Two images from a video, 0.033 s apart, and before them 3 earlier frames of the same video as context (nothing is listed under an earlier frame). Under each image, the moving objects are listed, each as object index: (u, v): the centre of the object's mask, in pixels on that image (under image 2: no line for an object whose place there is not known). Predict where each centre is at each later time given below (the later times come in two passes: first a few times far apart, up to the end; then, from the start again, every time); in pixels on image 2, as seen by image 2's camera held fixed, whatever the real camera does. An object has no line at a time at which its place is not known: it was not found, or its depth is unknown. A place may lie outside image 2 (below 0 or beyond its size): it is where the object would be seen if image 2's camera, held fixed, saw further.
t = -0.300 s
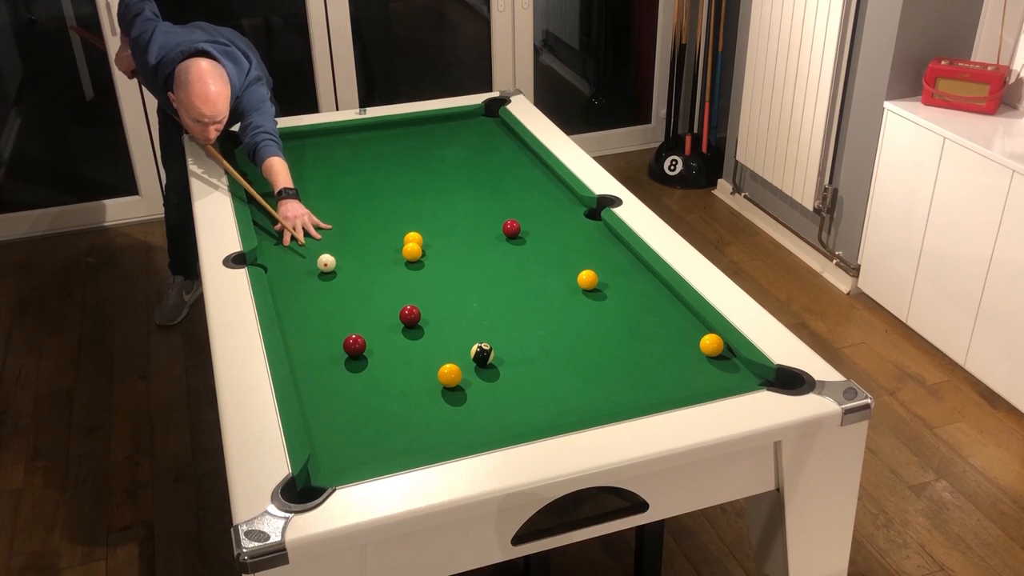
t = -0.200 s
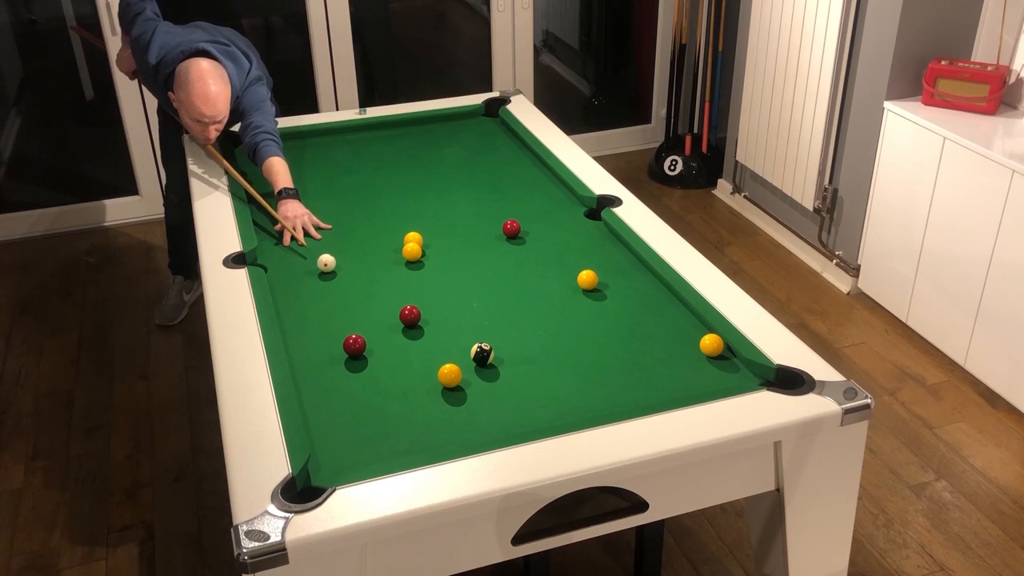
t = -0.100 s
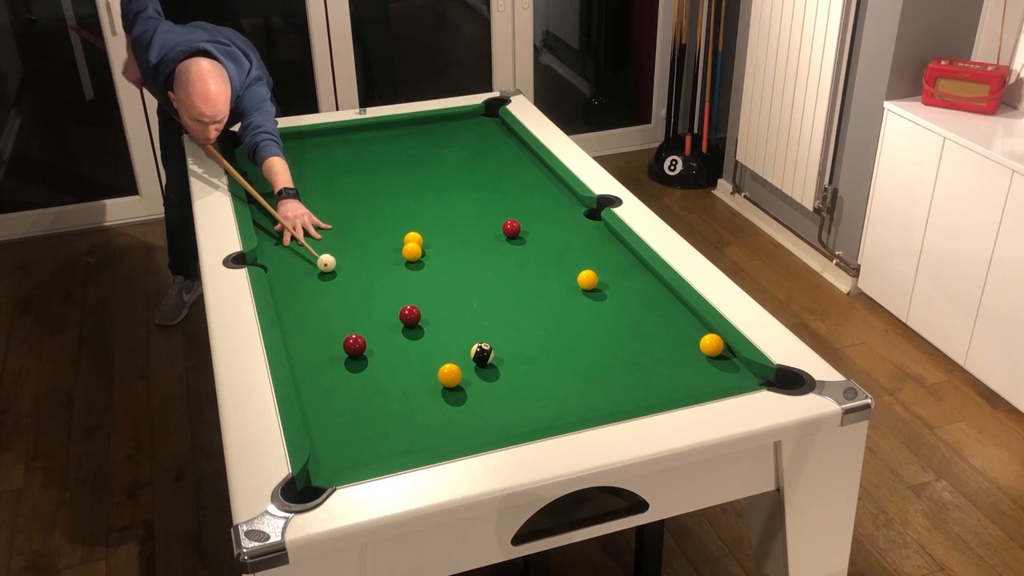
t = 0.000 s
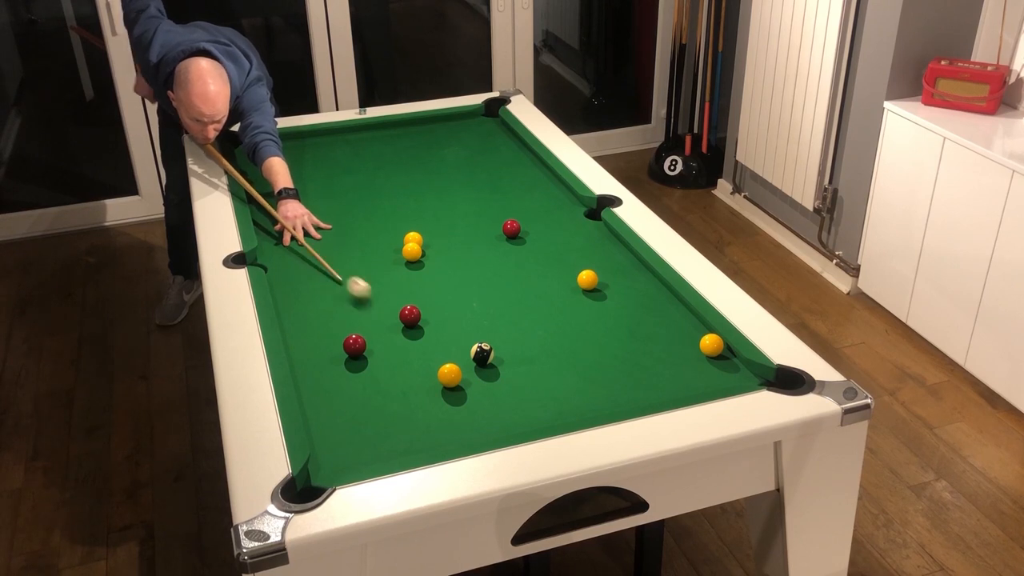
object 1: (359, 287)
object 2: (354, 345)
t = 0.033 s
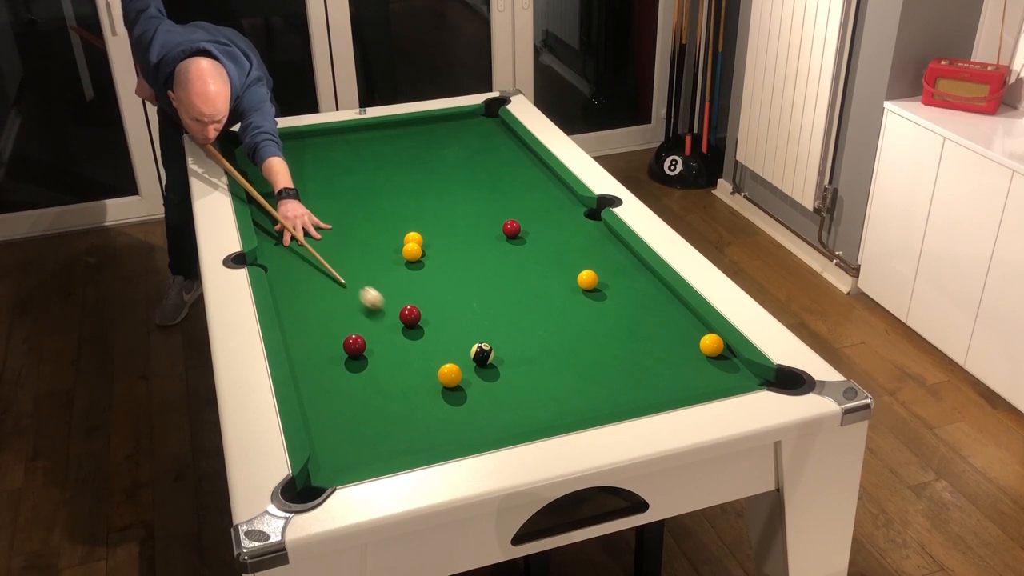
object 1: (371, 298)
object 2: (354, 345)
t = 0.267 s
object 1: (367, 335)
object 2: (350, 350)
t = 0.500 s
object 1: (362, 338)
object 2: (329, 369)
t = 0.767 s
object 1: (356, 342)
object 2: (308, 391)
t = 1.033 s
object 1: (353, 344)
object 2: (328, 400)
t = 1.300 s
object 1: (350, 345)
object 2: (346, 409)
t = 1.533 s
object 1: (349, 346)
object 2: (361, 416)
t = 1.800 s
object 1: (349, 346)
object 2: (376, 425)
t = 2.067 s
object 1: (349, 346)
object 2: (389, 432)
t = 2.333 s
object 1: (349, 346)
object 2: (399, 438)
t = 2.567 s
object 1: (349, 346)
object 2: (407, 442)
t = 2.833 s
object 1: (349, 346)
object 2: (413, 445)
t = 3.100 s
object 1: (349, 346)
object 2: (416, 446)
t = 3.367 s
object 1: (349, 346)
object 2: (417, 445)
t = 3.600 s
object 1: (349, 346)
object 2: (417, 445)
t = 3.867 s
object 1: (349, 346)
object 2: (417, 445)
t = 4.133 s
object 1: (349, 346)
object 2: (417, 445)
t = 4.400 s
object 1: (349, 346)
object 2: (417, 445)
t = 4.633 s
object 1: (349, 346)
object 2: (417, 445)
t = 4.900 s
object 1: (349, 346)
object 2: (417, 445)
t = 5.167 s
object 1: (349, 346)
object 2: (417, 445)
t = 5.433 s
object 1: (349, 346)
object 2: (417, 445)
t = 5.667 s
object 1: (349, 346)
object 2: (417, 445)
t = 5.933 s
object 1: (349, 346)
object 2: (417, 445)
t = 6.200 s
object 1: (349, 346)
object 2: (417, 445)
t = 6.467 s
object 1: (349, 346)
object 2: (417, 445)
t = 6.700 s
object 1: (349, 346)
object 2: (417, 445)
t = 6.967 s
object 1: (349, 346)
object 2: (417, 445)
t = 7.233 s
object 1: (349, 346)
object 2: (417, 445)
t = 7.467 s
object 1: (349, 346)
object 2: (417, 445)
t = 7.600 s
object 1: (349, 346)
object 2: (417, 445)
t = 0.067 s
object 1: (383, 307)
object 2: (354, 345)
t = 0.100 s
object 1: (388, 316)
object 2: (354, 345)
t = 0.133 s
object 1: (382, 321)
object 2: (354, 345)
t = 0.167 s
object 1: (376, 326)
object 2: (354, 345)
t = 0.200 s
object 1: (371, 331)
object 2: (354, 345)
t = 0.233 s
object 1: (368, 334)
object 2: (353, 346)
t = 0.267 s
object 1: (367, 335)
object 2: (350, 350)
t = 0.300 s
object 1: (366, 335)
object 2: (346, 352)
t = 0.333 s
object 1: (366, 336)
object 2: (344, 356)
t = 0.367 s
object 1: (365, 336)
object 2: (340, 358)
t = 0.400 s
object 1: (364, 337)
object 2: (338, 361)
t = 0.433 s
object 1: (363, 337)
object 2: (335, 364)
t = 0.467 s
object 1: (362, 338)
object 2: (332, 367)
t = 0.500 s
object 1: (362, 338)
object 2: (329, 369)
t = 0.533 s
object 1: (361, 339)
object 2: (326, 372)
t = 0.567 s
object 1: (360, 339)
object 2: (323, 375)
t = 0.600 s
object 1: (359, 340)
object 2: (320, 378)
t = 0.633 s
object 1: (359, 340)
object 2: (317, 381)
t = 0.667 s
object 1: (358, 340)
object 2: (314, 383)
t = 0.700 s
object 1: (357, 341)
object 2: (311, 386)
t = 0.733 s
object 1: (357, 341)
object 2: (308, 389)
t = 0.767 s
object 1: (356, 342)
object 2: (308, 391)
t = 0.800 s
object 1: (356, 342)
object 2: (311, 392)
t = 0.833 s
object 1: (355, 343)
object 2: (313, 393)
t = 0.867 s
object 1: (355, 343)
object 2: (316, 395)
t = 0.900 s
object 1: (354, 343)
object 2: (318, 396)
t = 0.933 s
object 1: (354, 343)
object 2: (321, 397)
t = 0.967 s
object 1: (353, 344)
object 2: (323, 398)
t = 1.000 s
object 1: (353, 344)
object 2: (326, 399)
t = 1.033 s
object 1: (353, 344)
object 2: (328, 400)
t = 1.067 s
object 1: (352, 344)
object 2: (330, 401)
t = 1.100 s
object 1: (352, 344)
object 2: (333, 403)
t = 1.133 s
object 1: (351, 344)
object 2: (335, 404)
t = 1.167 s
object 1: (351, 345)
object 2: (337, 405)
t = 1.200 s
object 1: (351, 345)
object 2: (339, 406)
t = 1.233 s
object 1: (351, 345)
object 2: (342, 407)
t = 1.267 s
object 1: (350, 345)
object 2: (344, 408)
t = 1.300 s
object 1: (350, 345)
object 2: (346, 409)
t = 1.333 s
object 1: (350, 345)
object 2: (348, 410)
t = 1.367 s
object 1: (349, 346)
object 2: (351, 411)
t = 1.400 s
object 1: (349, 346)
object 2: (353, 412)
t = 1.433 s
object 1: (349, 346)
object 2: (355, 413)
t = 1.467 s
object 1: (349, 346)
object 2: (357, 414)
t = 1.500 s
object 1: (349, 346)
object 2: (359, 415)
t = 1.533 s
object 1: (349, 346)
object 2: (361, 416)
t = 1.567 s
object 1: (349, 346)
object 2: (363, 417)
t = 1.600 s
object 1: (349, 346)
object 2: (365, 418)
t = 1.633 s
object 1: (349, 346)
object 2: (367, 419)
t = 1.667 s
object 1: (349, 346)
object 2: (368, 420)
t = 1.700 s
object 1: (349, 346)
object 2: (370, 421)
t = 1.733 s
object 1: (349, 346)
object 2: (372, 422)
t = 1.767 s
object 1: (349, 346)
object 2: (374, 423)
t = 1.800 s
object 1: (349, 346)
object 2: (376, 425)
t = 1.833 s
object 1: (349, 346)
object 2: (377, 425)
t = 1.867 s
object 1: (349, 346)
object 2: (379, 426)
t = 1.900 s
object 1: (349, 346)
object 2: (381, 427)
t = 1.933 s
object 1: (349, 346)
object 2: (382, 428)
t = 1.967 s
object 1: (349, 346)
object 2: (384, 429)
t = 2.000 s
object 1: (349, 346)
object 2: (385, 430)
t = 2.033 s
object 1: (349, 346)
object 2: (387, 430)
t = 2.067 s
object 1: (349, 346)
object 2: (389, 432)
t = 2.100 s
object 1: (349, 346)
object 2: (390, 432)
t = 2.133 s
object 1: (349, 346)
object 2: (391, 433)
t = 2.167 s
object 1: (349, 346)
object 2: (393, 434)
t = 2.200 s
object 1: (349, 346)
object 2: (394, 434)
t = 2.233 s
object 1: (349, 346)
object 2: (396, 435)
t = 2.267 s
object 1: (349, 346)
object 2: (397, 436)
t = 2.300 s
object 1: (349, 346)
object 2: (398, 437)
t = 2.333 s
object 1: (349, 346)
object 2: (399, 438)
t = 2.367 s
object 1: (349, 346)
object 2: (401, 438)
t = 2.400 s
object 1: (349, 346)
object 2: (402, 439)
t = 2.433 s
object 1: (349, 346)
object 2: (403, 439)
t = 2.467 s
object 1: (349, 346)
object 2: (404, 440)
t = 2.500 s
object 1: (349, 346)
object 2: (405, 441)
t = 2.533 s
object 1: (349, 346)
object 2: (406, 442)
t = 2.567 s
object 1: (349, 346)
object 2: (407, 442)
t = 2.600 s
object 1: (349, 346)
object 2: (408, 443)
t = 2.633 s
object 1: (349, 346)
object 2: (409, 443)
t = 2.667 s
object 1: (349, 346)
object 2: (410, 443)
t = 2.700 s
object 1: (349, 346)
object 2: (410, 444)
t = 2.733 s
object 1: (349, 346)
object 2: (411, 444)
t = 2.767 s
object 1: (349, 346)
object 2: (412, 444)
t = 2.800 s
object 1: (349, 346)
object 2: (412, 445)
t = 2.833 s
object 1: (349, 346)
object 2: (413, 445)
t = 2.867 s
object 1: (349, 346)
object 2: (414, 445)
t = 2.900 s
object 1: (349, 346)
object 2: (414, 445)
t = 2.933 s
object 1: (349, 346)
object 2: (415, 446)
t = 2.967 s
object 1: (349, 346)
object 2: (415, 446)
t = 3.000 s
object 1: (349, 346)
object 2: (416, 446)
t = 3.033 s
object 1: (349, 346)
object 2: (416, 446)
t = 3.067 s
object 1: (349, 346)
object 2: (416, 446)
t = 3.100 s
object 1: (349, 346)
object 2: (416, 446)
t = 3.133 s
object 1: (349, 346)
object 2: (416, 445)
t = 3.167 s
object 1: (349, 346)
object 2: (417, 445)
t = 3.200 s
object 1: (349, 346)
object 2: (417, 445)
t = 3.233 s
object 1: (349, 346)
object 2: (417, 445)
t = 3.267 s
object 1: (349, 346)
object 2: (417, 445)
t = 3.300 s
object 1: (349, 346)
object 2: (417, 445)
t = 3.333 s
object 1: (349, 346)
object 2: (417, 445)
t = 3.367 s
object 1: (349, 346)
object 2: (417, 445)
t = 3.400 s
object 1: (349, 346)
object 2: (417, 445)
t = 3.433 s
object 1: (349, 346)
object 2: (417, 445)
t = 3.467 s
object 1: (349, 346)
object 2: (417, 445)
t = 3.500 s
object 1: (349, 346)
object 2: (417, 445)
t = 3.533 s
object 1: (349, 346)
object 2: (417, 445)
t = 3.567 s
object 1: (349, 346)
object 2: (417, 445)
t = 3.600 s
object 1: (349, 346)
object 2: (417, 445)
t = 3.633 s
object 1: (349, 346)
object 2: (417, 445)
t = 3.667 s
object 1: (349, 346)
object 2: (417, 445)
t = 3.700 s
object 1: (349, 346)
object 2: (417, 445)
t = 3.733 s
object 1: (349, 346)
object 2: (417, 445)
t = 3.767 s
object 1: (349, 346)
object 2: (417, 445)
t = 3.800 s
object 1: (349, 346)
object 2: (417, 445)
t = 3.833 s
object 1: (349, 346)
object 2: (417, 445)
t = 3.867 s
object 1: (349, 346)
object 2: (417, 445)
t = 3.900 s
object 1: (349, 346)
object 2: (417, 445)
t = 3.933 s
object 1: (349, 346)
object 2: (417, 445)
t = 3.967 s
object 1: (349, 346)
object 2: (417, 445)
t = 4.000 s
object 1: (349, 346)
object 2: (417, 445)
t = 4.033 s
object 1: (349, 346)
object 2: (417, 445)
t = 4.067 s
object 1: (349, 346)
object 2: (417, 445)
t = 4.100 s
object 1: (349, 346)
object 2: (417, 445)
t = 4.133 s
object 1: (349, 346)
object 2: (417, 445)
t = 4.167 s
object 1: (349, 346)
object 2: (417, 445)
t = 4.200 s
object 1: (349, 346)
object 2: (417, 445)
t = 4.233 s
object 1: (349, 346)
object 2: (417, 445)
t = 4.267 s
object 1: (349, 346)
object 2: (417, 445)
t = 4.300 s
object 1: (349, 346)
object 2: (417, 445)
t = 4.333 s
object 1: (349, 346)
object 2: (417, 445)
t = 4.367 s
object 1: (349, 346)
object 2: (417, 445)
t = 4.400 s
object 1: (349, 346)
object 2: (417, 445)
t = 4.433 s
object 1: (349, 346)
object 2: (417, 445)
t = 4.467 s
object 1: (349, 346)
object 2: (417, 445)
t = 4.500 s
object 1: (349, 346)
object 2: (417, 445)
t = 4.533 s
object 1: (349, 346)
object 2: (417, 445)
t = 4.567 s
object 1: (349, 346)
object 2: (417, 445)
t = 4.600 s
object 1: (349, 346)
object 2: (417, 445)
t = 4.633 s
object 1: (349, 346)
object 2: (417, 445)
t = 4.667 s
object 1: (349, 346)
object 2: (417, 445)
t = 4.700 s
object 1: (349, 346)
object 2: (417, 445)
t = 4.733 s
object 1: (349, 346)
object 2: (417, 445)
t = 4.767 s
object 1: (349, 346)
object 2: (417, 445)
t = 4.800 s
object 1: (349, 346)
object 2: (417, 445)
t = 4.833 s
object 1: (349, 346)
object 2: (417, 445)
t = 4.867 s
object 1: (349, 346)
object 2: (417, 445)
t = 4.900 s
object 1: (349, 346)
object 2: (417, 445)
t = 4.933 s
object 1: (349, 346)
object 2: (417, 445)
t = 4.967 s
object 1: (349, 346)
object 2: (417, 445)
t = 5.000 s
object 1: (349, 346)
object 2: (417, 445)
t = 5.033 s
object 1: (349, 346)
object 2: (417, 445)
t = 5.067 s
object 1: (349, 346)
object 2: (417, 445)
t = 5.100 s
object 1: (349, 346)
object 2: (417, 445)
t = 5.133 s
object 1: (349, 346)
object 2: (417, 445)
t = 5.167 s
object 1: (349, 346)
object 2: (417, 445)
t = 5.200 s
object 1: (349, 346)
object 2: (417, 445)
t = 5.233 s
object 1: (349, 346)
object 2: (417, 445)
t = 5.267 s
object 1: (349, 346)
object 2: (417, 445)
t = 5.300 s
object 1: (349, 346)
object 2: (417, 445)
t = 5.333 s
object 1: (349, 346)
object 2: (417, 445)
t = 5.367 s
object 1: (349, 346)
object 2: (417, 445)
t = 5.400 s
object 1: (349, 346)
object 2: (417, 445)
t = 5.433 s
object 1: (349, 346)
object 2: (417, 445)
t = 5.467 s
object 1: (349, 346)
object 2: (417, 445)
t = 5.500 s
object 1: (349, 346)
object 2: (417, 445)
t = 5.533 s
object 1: (349, 346)
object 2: (417, 445)
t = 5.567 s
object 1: (349, 346)
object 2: (417, 445)
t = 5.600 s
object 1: (349, 346)
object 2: (417, 445)
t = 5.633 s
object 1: (349, 346)
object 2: (417, 445)
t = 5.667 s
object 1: (349, 346)
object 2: (417, 445)
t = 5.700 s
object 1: (349, 346)
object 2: (417, 445)
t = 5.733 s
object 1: (349, 346)
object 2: (417, 445)
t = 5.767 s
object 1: (349, 346)
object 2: (417, 445)
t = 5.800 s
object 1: (349, 346)
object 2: (417, 445)
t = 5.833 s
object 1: (349, 346)
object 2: (417, 445)
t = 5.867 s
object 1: (349, 346)
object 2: (417, 445)
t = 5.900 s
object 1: (349, 346)
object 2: (417, 445)
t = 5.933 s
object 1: (349, 346)
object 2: (417, 445)
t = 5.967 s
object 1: (349, 346)
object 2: (417, 445)
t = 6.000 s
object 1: (349, 346)
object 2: (417, 445)
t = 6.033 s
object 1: (349, 346)
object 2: (417, 445)
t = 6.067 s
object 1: (349, 346)
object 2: (417, 445)
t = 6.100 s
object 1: (349, 346)
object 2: (417, 445)
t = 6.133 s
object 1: (349, 346)
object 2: (417, 445)
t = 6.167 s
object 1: (349, 346)
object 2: (417, 445)
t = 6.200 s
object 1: (349, 346)
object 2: (417, 445)
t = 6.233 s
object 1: (349, 346)
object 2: (417, 445)
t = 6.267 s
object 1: (349, 346)
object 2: (417, 445)
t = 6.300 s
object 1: (349, 346)
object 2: (417, 445)
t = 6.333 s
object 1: (349, 346)
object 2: (417, 445)
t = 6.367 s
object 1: (349, 346)
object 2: (417, 445)
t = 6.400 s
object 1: (349, 346)
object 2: (417, 445)
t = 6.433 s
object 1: (349, 346)
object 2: (417, 445)
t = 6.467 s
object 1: (349, 346)
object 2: (417, 445)
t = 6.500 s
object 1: (349, 346)
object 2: (417, 445)
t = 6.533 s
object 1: (349, 346)
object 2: (417, 445)
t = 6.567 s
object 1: (349, 346)
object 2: (417, 445)
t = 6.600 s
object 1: (349, 346)
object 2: (417, 445)
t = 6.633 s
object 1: (349, 346)
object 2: (417, 445)
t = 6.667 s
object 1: (349, 346)
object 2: (417, 445)
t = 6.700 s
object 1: (349, 346)
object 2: (417, 445)
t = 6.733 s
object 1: (349, 346)
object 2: (417, 445)
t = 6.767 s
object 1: (349, 346)
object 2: (417, 445)
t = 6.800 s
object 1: (349, 346)
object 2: (417, 445)
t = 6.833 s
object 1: (349, 346)
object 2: (417, 445)
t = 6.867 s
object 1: (349, 346)
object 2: (417, 445)
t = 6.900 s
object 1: (349, 346)
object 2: (417, 445)
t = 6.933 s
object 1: (349, 346)
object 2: (417, 445)
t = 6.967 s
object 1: (349, 346)
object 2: (417, 445)
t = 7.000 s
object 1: (349, 346)
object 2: (417, 445)
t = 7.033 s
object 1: (349, 346)
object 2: (417, 445)
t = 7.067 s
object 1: (349, 346)
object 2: (417, 445)
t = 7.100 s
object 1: (349, 346)
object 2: (417, 445)
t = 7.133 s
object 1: (349, 346)
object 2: (417, 445)
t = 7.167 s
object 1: (349, 346)
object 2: (417, 445)
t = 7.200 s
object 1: (349, 346)
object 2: (417, 445)
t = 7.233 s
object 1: (349, 346)
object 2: (417, 445)
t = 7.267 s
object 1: (349, 346)
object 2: (417, 445)
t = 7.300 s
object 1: (349, 346)
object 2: (417, 445)
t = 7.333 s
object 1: (349, 346)
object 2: (417, 445)
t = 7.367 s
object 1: (349, 346)
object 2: (417, 445)
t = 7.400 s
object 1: (349, 346)
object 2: (417, 445)
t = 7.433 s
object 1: (349, 346)
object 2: (417, 445)
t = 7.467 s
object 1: (349, 346)
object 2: (417, 445)
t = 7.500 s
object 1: (349, 346)
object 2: (417, 445)
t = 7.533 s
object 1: (349, 346)
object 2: (417, 445)
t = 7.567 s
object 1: (349, 346)
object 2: (417, 445)
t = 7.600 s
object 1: (349, 346)
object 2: (417, 445)
